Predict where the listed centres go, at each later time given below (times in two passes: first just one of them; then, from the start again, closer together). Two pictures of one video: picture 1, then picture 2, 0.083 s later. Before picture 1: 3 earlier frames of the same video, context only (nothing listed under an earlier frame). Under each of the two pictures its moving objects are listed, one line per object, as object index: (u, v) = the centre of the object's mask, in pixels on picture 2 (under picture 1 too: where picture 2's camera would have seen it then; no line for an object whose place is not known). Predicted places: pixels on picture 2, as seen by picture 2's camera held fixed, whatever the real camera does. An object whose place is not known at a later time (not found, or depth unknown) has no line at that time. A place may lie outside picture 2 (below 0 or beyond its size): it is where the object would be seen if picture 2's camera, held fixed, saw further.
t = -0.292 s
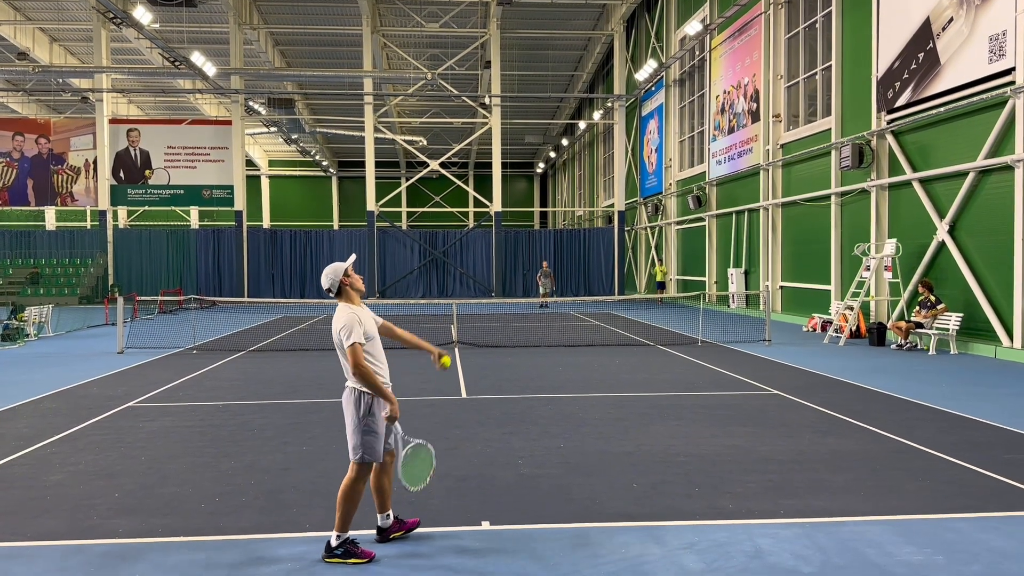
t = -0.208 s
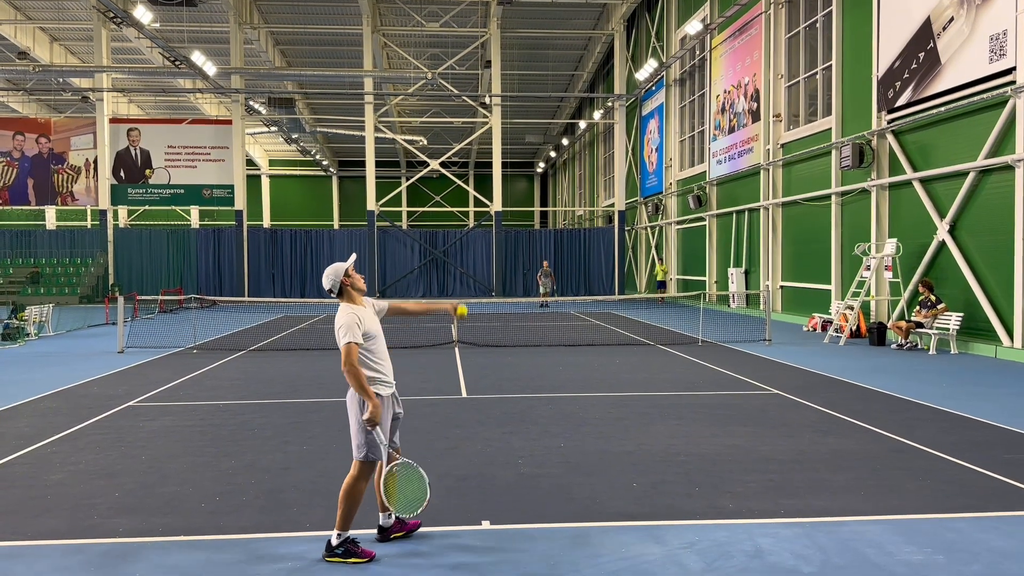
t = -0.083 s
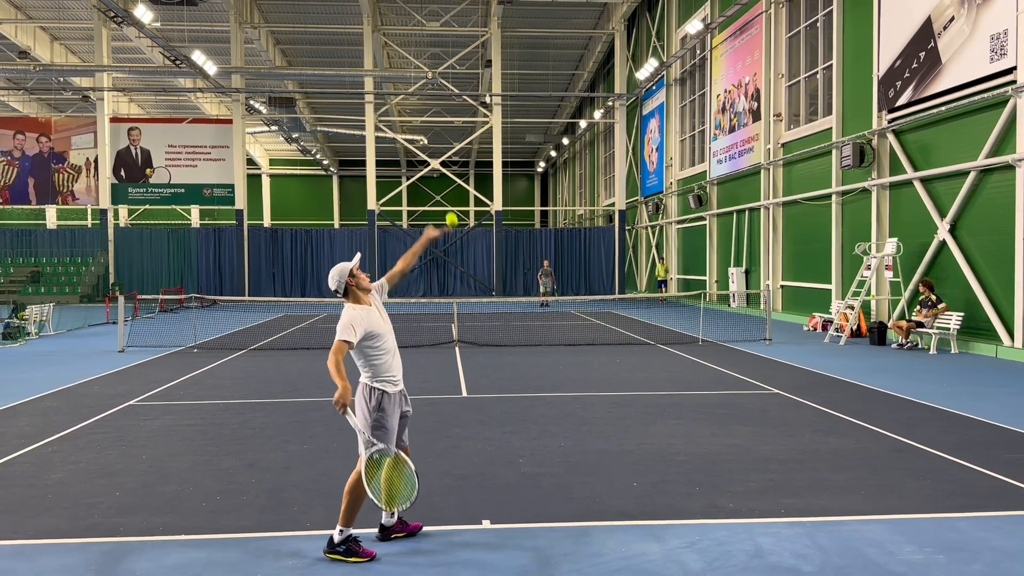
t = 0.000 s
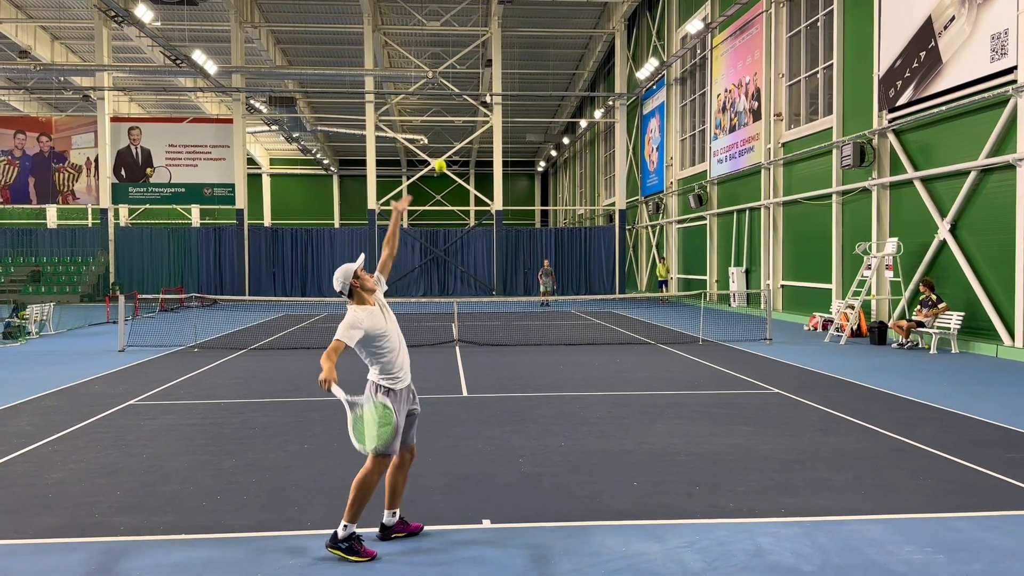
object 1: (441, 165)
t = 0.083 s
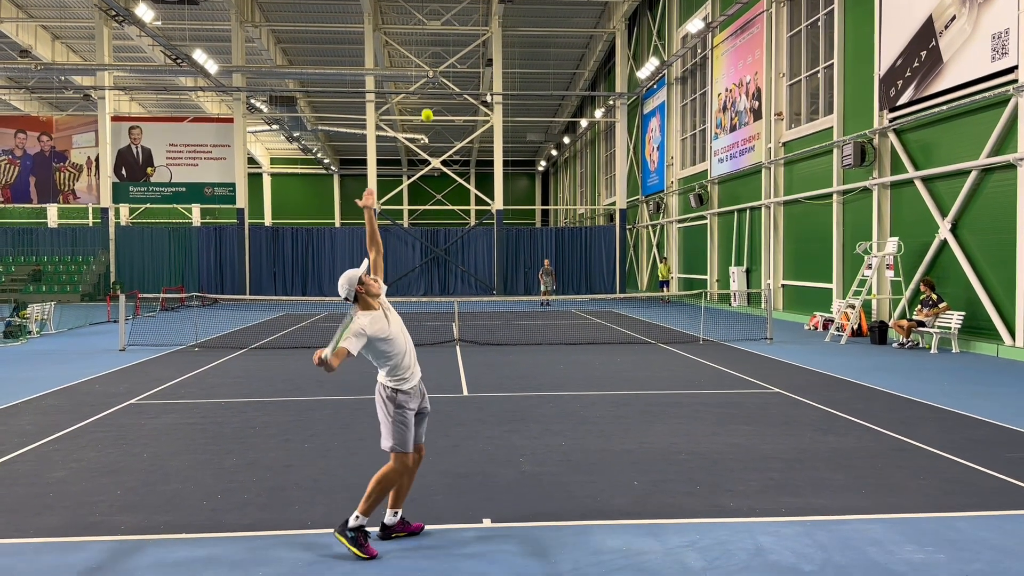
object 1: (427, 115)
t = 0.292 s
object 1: (401, 63)
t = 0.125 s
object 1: (423, 102)
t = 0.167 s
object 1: (418, 91)
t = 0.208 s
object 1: (412, 78)
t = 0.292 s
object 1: (401, 63)
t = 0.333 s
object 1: (397, 61)
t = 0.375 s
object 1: (393, 60)
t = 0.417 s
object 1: (387, 62)
